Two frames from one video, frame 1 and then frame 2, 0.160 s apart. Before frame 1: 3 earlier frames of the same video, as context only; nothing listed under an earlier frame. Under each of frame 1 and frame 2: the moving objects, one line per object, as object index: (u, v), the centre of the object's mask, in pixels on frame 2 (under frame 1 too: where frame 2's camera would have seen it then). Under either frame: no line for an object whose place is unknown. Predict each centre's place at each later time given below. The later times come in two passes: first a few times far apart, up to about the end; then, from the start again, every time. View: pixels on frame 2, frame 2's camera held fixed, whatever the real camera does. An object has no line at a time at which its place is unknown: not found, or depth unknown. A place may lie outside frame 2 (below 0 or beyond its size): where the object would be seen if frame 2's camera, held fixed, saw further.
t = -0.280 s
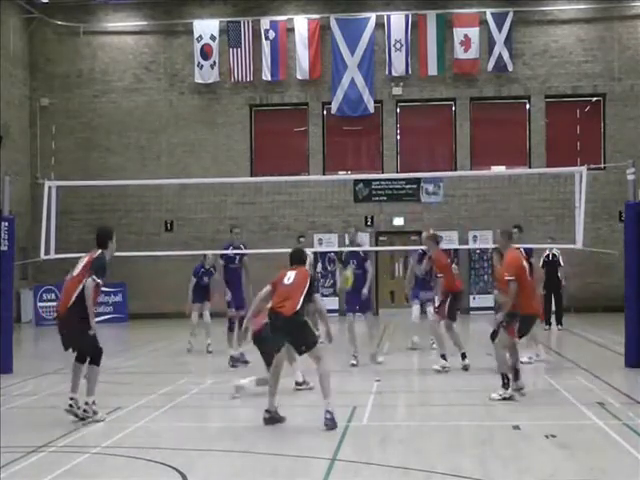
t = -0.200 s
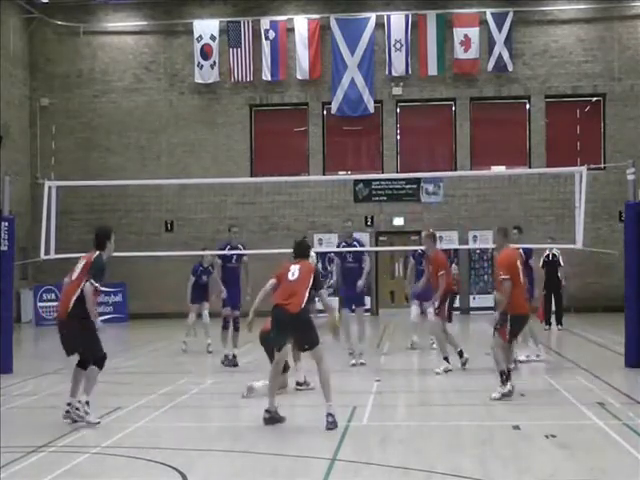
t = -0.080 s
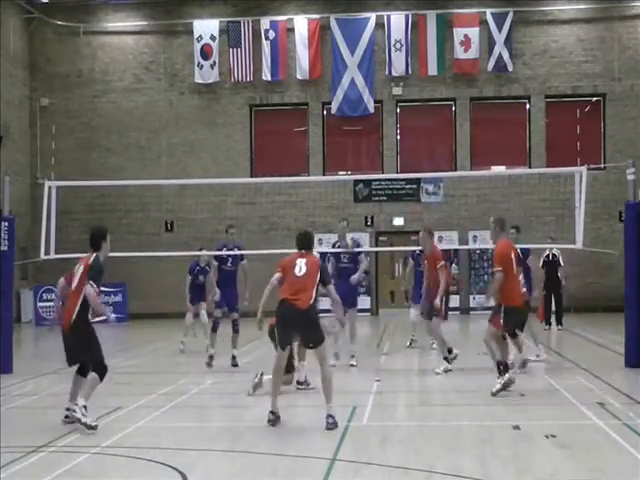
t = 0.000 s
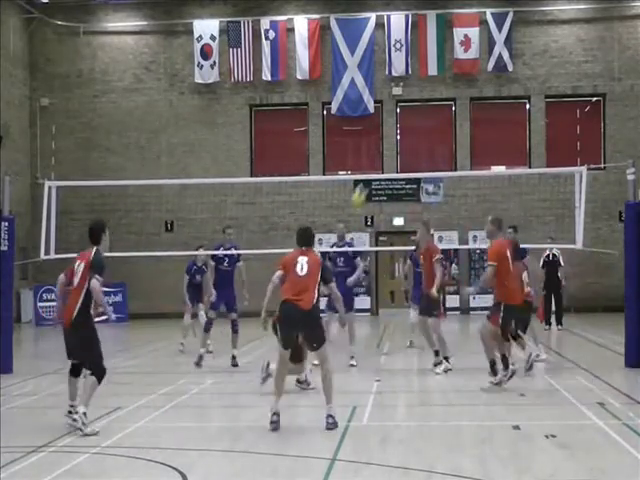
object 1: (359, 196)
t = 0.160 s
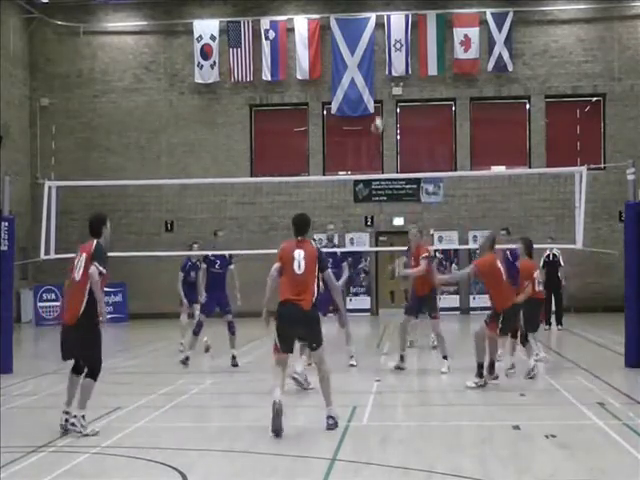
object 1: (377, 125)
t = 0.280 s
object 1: (394, 88)
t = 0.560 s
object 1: (429, 48)
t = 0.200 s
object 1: (383, 110)
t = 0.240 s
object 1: (388, 97)
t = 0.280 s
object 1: (394, 88)
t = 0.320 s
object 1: (398, 80)
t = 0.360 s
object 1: (404, 70)
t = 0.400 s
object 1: (408, 61)
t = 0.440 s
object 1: (414, 56)
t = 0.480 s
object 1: (419, 52)
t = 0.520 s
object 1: (423, 49)
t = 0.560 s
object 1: (429, 48)
